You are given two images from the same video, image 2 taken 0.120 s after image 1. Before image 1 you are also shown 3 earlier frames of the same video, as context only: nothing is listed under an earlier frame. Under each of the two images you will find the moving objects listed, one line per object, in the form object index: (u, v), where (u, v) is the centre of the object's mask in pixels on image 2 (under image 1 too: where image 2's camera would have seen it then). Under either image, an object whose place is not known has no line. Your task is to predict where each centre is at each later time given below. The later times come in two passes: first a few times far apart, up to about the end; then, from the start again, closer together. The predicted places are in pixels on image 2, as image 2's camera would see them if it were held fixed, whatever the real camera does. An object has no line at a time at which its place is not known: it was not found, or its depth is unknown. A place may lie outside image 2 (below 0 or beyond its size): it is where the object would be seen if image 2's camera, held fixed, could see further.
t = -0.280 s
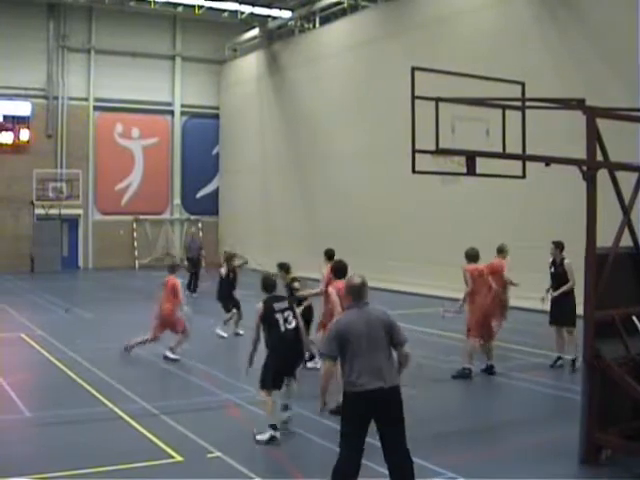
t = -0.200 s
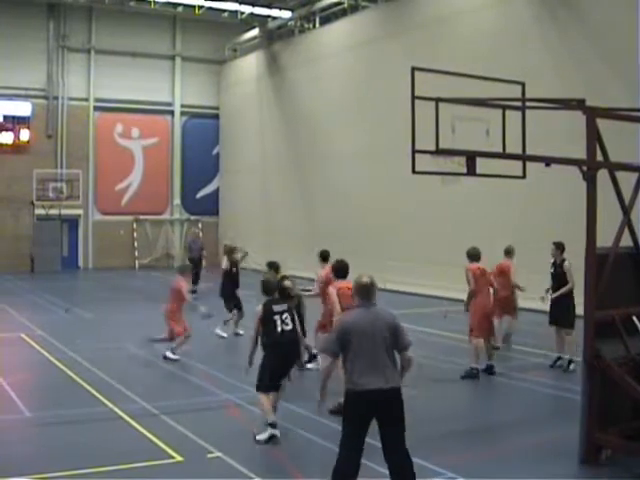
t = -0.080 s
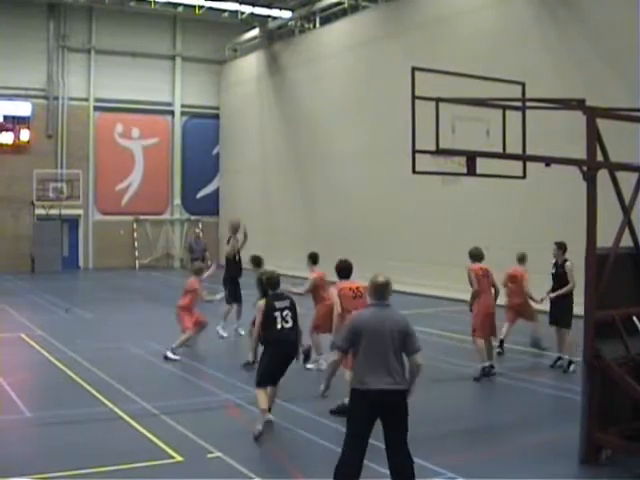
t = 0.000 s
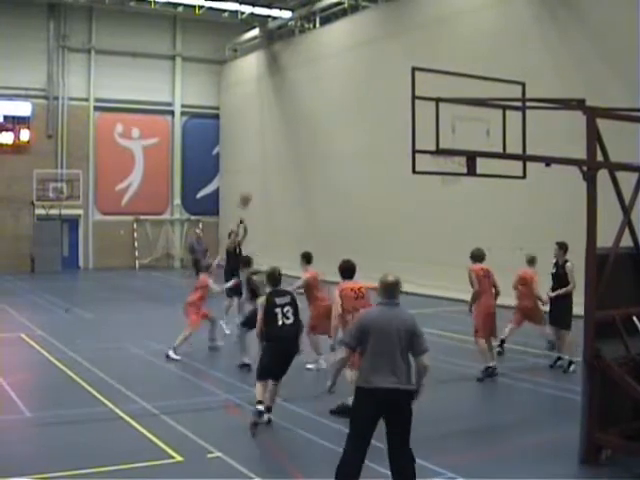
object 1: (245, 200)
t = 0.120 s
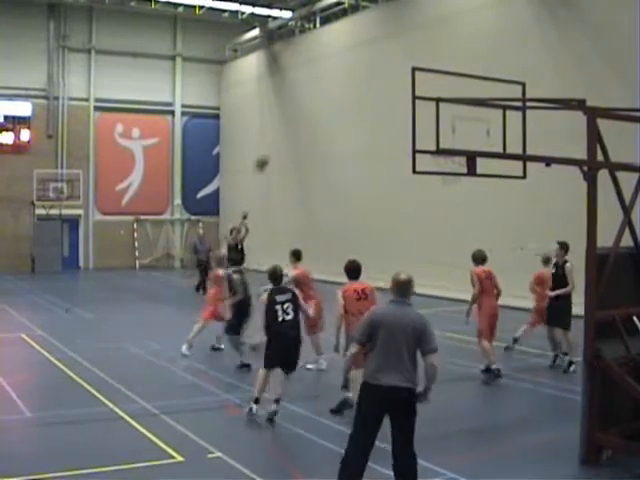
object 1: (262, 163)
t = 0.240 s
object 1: (279, 133)
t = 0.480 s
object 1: (318, 91)
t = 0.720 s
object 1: (362, 82)
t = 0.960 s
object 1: (416, 115)
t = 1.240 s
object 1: (455, 165)
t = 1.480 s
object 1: (451, 204)
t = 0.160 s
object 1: (267, 152)
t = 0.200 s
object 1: (274, 141)
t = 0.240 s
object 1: (279, 133)
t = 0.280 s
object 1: (285, 125)
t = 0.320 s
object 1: (291, 116)
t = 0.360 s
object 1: (298, 108)
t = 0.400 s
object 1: (304, 102)
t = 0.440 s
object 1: (310, 96)
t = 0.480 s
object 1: (318, 91)
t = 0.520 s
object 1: (324, 87)
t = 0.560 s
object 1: (332, 84)
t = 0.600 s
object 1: (339, 82)
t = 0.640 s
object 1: (347, 81)
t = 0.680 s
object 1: (355, 81)
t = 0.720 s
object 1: (362, 82)
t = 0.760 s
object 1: (371, 84)
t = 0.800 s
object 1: (379, 88)
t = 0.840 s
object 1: (388, 92)
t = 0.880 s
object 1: (396, 98)
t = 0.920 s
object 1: (404, 106)
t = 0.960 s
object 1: (416, 115)
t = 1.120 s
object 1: (455, 164)
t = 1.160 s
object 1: (456, 164)
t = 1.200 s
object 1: (456, 164)
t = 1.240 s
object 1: (455, 165)
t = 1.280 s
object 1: (455, 169)
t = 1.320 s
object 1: (455, 173)
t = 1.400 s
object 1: (452, 187)
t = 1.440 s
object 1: (451, 195)
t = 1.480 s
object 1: (451, 204)
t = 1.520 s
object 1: (450, 215)
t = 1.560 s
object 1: (450, 227)
